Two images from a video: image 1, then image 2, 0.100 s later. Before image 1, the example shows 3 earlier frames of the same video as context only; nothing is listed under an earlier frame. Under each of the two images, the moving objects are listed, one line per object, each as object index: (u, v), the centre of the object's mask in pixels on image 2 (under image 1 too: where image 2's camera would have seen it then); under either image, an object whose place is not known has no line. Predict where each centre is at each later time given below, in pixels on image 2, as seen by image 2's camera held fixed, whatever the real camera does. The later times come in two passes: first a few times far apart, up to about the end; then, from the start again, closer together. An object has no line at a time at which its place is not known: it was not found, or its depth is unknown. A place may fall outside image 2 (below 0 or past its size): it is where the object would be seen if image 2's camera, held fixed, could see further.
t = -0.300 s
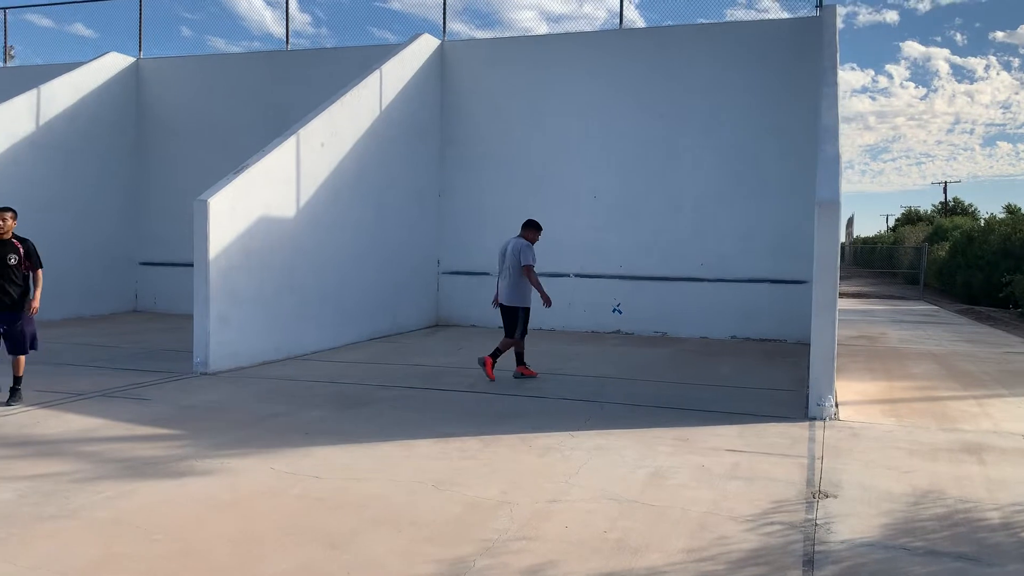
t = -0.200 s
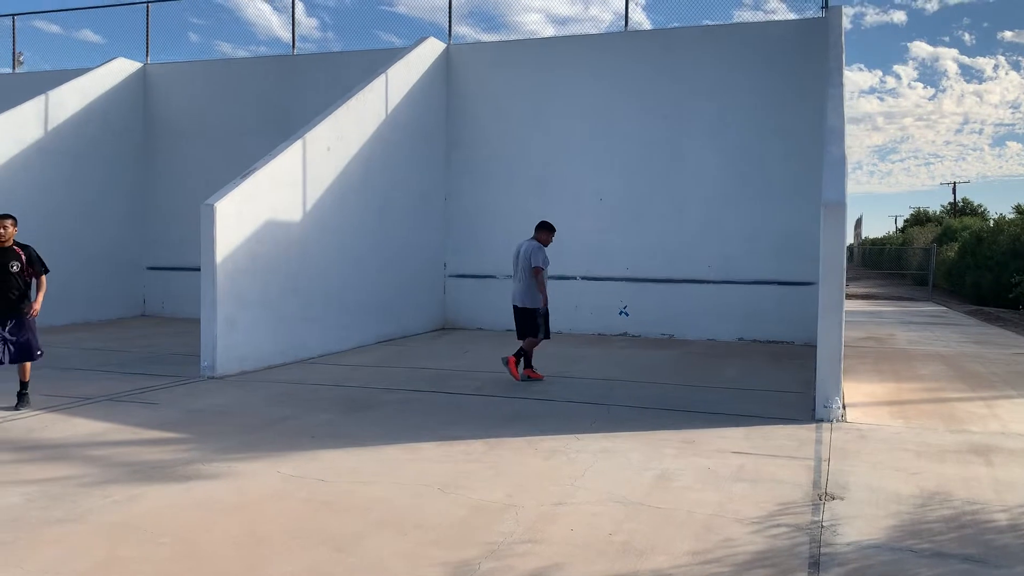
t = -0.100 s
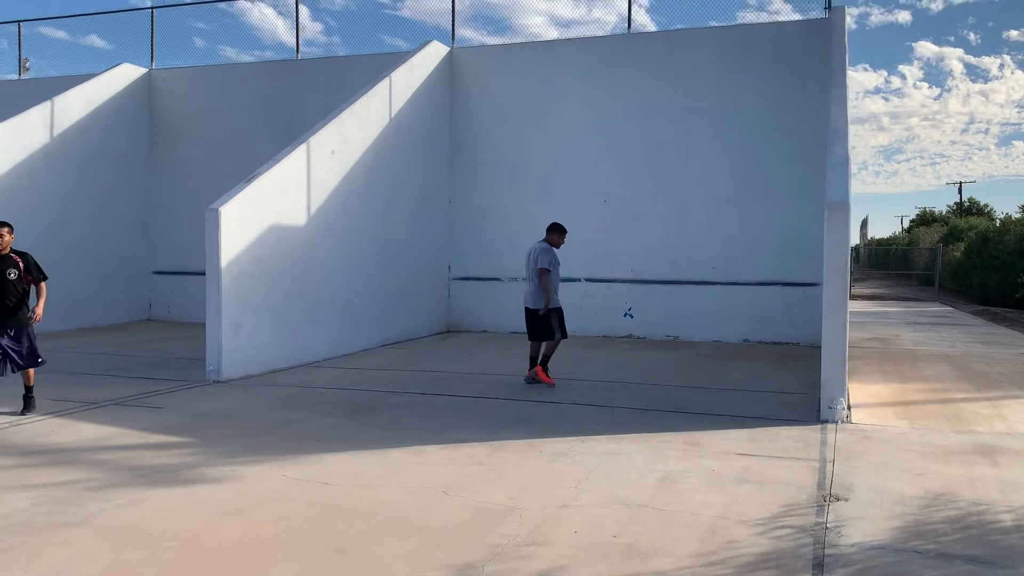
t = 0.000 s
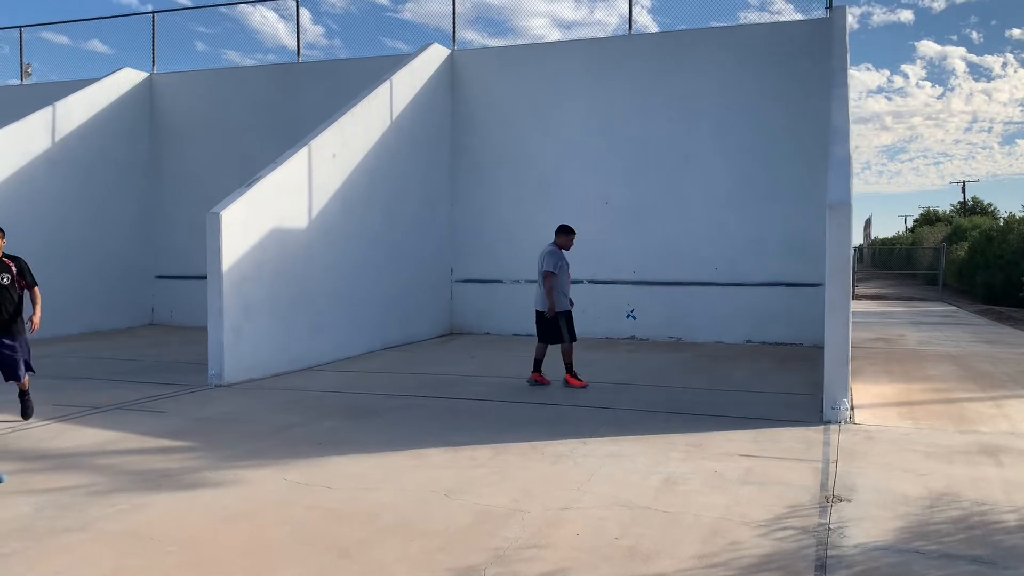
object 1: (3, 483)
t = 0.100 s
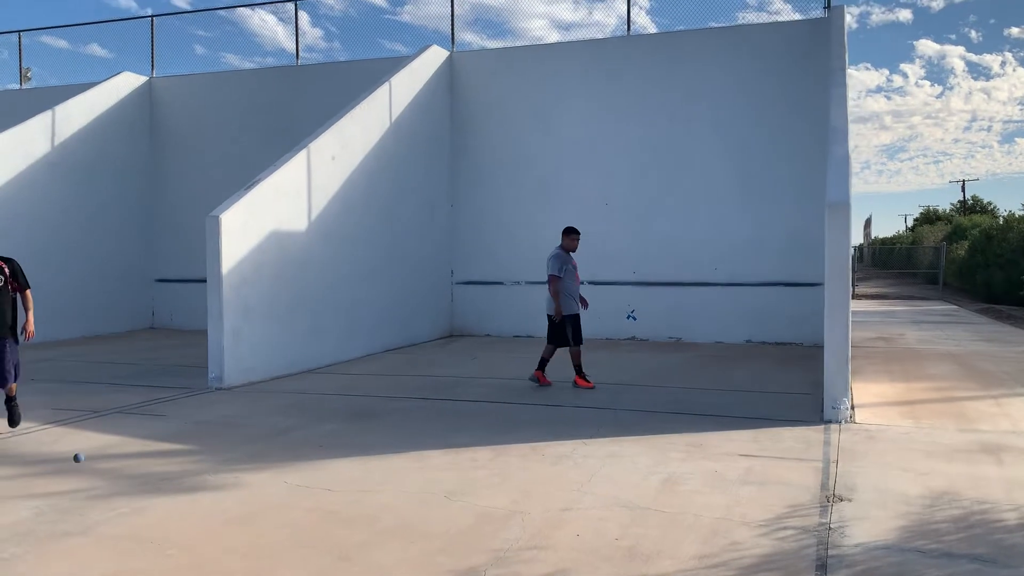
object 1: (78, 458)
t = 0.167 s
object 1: (112, 403)
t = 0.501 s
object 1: (257, 274)
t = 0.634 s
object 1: (307, 274)
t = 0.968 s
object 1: (410, 371)
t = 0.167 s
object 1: (112, 403)
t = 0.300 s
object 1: (175, 325)
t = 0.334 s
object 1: (190, 312)
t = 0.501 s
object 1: (257, 274)
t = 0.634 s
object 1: (307, 274)
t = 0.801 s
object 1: (362, 308)
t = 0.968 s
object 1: (410, 371)
